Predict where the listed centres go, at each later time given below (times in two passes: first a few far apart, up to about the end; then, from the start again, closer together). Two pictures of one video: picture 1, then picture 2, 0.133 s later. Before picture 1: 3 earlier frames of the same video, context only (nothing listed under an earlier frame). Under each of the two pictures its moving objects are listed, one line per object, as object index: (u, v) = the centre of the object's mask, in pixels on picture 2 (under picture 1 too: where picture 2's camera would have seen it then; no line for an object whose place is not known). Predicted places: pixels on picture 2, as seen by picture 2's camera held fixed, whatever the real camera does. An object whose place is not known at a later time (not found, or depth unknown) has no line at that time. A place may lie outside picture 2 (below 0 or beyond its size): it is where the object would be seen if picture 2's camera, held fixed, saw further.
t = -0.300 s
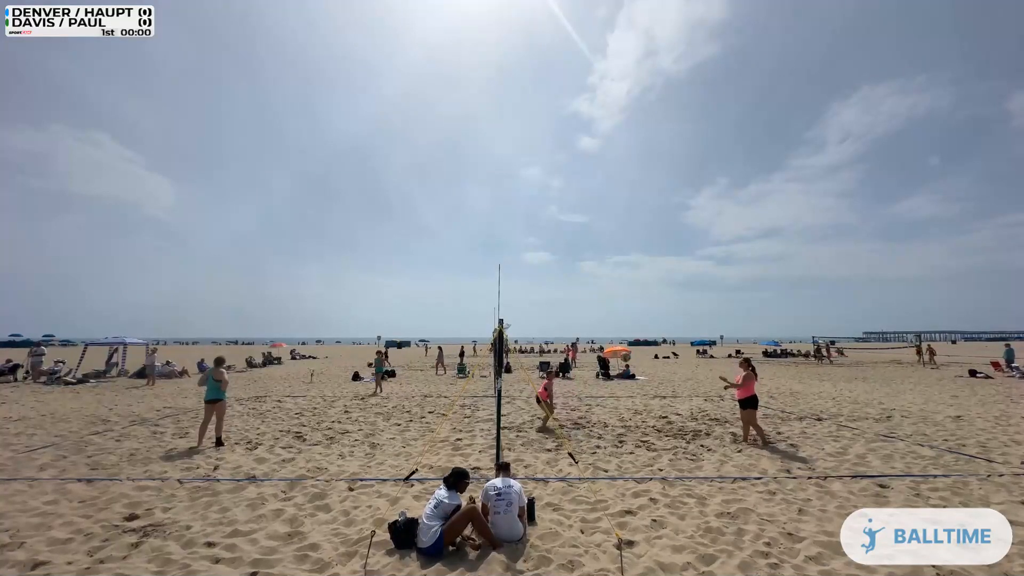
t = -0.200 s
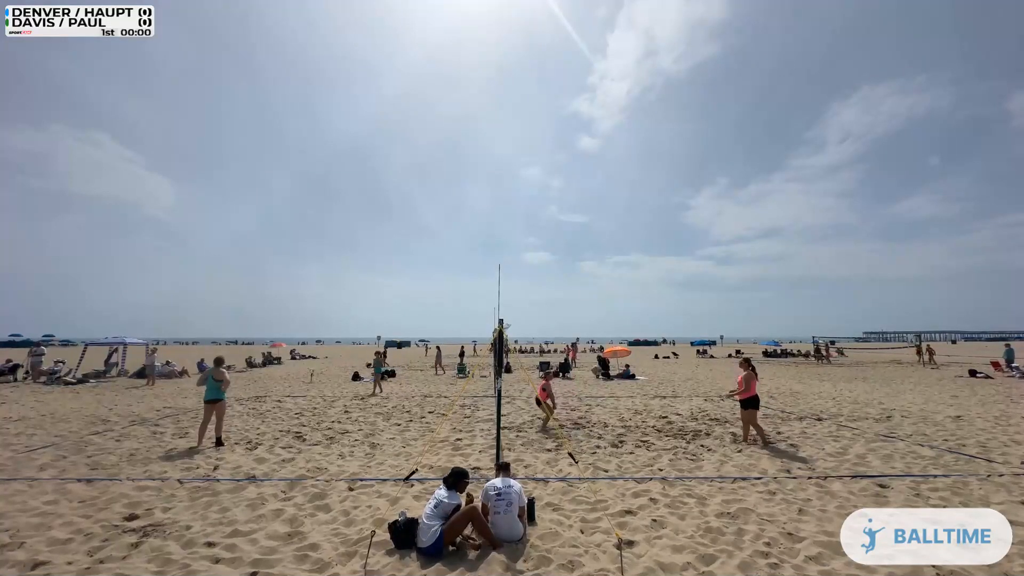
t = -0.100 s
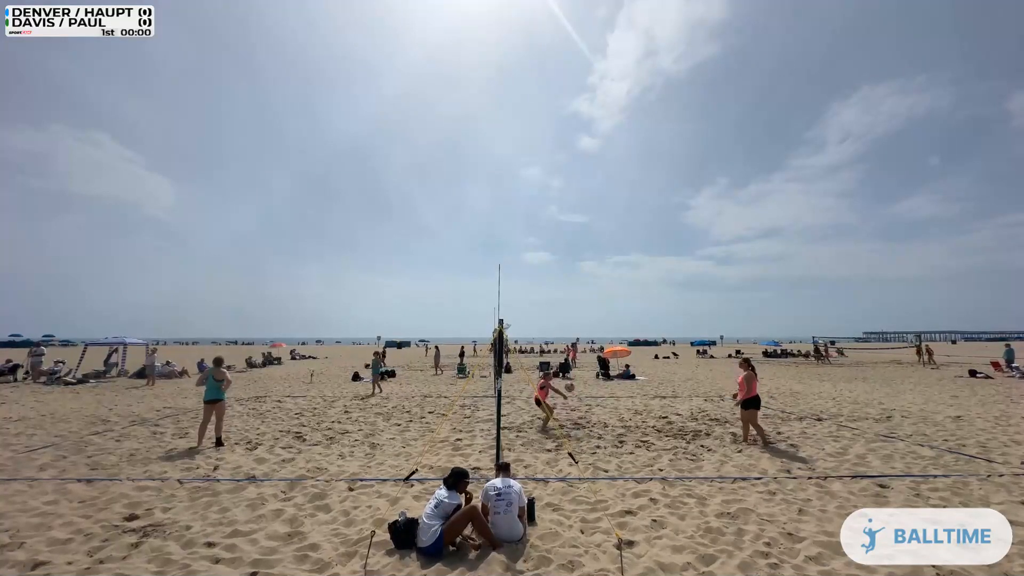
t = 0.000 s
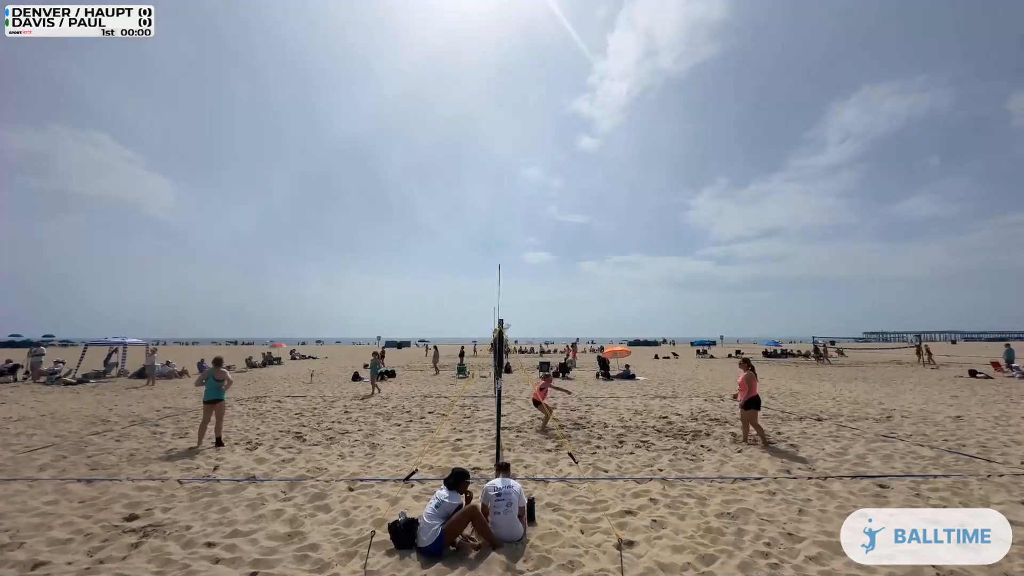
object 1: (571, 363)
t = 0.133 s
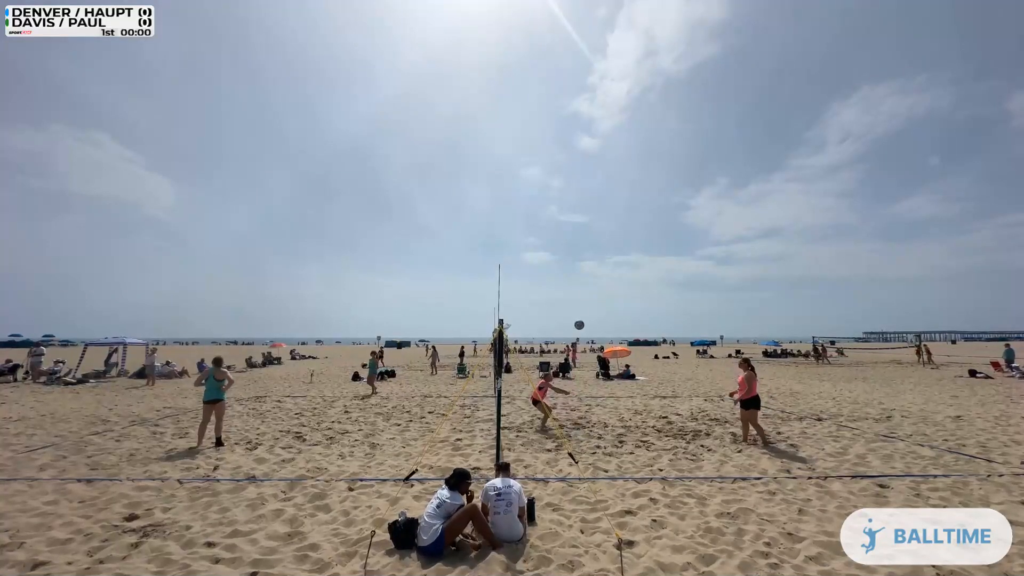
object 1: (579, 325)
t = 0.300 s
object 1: (589, 289)
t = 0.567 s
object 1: (606, 256)
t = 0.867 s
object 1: (626, 256)
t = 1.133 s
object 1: (646, 292)
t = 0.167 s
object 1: (581, 317)
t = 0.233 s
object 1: (585, 302)
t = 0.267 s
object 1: (587, 295)
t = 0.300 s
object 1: (589, 289)
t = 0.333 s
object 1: (591, 283)
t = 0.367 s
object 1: (594, 278)
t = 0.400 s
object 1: (595, 273)
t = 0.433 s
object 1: (597, 269)
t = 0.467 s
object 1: (599, 265)
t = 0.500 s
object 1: (601, 262)
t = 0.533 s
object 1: (604, 259)
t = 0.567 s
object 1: (606, 256)
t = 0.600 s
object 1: (608, 254)
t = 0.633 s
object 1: (610, 253)
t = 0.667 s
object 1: (612, 252)
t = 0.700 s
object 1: (614, 252)
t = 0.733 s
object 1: (616, 251)
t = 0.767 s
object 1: (619, 252)
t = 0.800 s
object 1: (621, 253)
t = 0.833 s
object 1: (623, 254)
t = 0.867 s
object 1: (626, 256)
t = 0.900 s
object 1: (628, 259)
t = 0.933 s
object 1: (630, 262)
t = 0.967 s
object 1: (633, 265)
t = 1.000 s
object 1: (635, 270)
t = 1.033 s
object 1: (638, 274)
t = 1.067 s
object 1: (641, 280)
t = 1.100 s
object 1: (643, 285)
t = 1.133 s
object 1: (646, 292)
